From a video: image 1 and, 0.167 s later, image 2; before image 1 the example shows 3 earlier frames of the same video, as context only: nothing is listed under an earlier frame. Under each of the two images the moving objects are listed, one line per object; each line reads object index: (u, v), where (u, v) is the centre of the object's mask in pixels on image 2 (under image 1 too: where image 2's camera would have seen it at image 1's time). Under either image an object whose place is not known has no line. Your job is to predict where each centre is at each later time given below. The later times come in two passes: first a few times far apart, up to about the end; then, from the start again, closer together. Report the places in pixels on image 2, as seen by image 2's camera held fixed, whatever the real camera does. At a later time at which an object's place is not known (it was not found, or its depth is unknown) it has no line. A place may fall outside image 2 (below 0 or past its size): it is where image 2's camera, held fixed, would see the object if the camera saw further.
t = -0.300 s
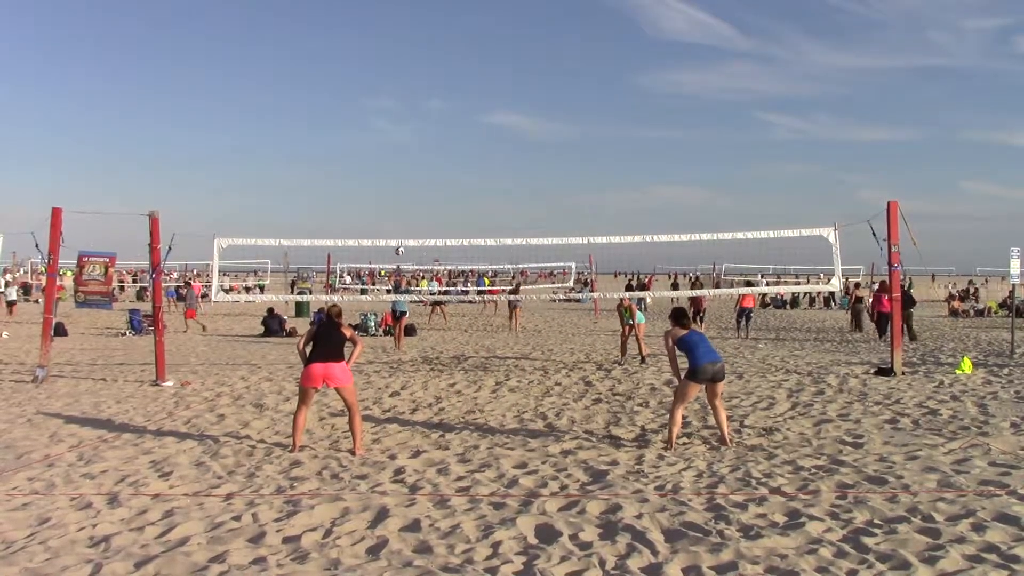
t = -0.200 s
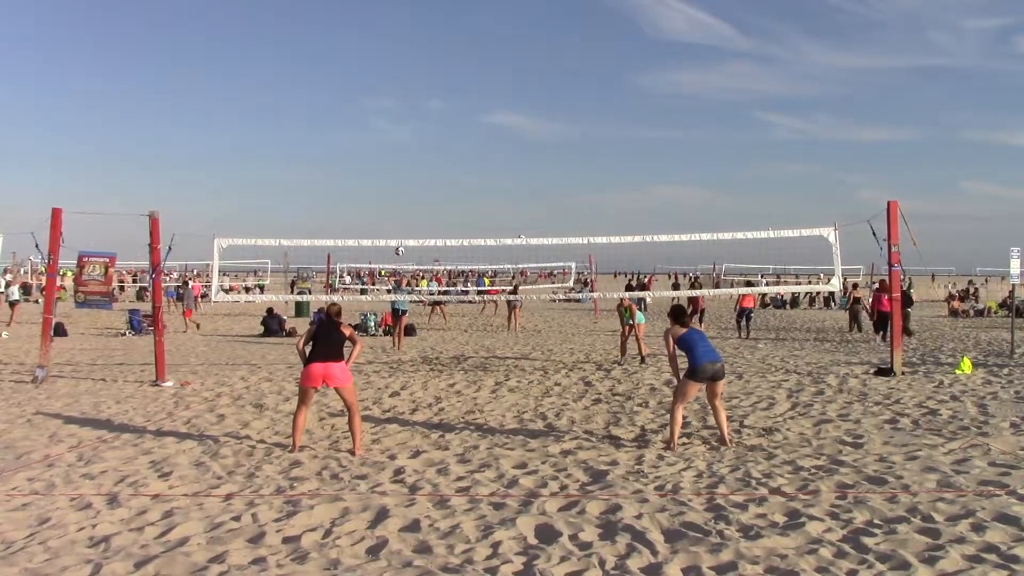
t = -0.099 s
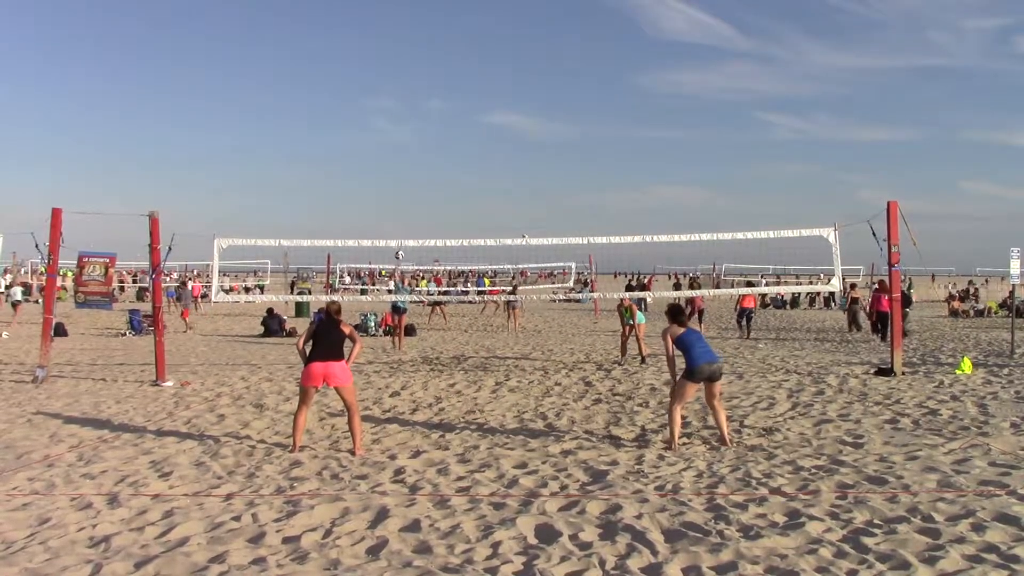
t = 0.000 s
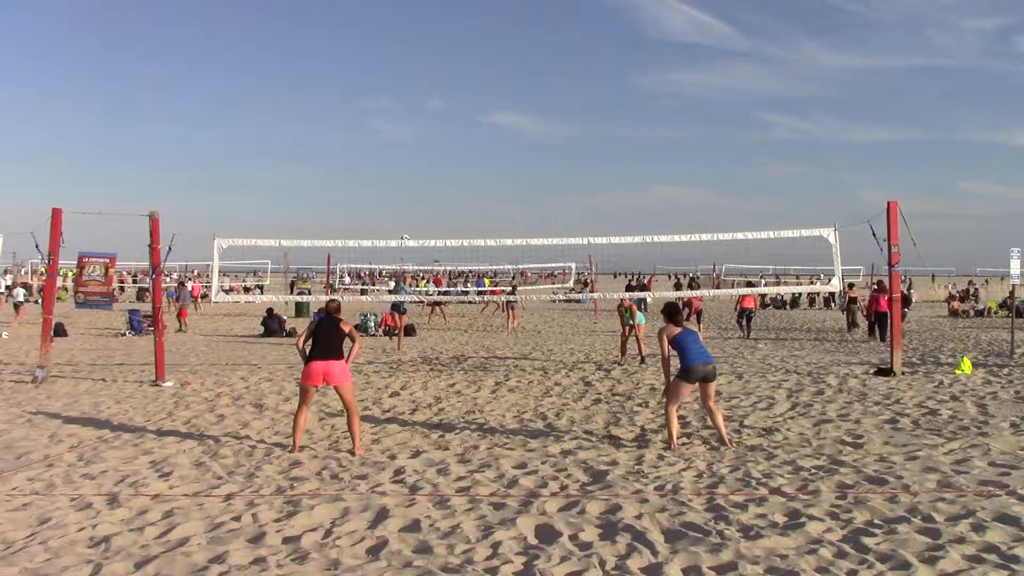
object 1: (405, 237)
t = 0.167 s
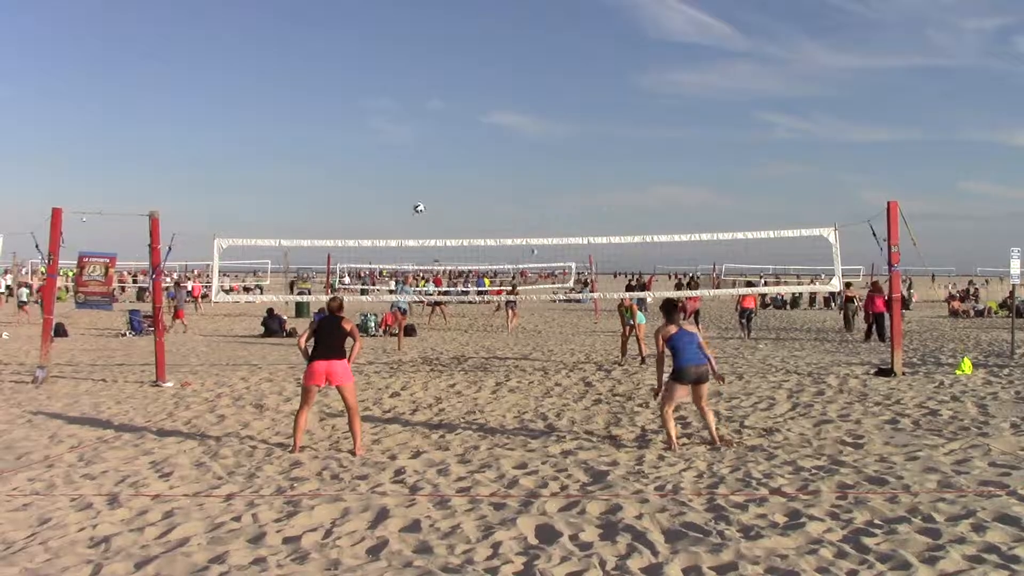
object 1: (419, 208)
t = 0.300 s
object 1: (429, 187)
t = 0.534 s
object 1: (442, 166)
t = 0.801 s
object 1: (455, 180)
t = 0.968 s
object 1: (467, 224)
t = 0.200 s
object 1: (420, 203)
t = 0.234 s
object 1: (424, 197)
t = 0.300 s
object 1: (429, 187)
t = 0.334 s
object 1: (430, 183)
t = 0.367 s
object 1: (433, 179)
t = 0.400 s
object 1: (436, 176)
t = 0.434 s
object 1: (437, 172)
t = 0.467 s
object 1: (439, 169)
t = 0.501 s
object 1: (441, 167)
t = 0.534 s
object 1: (442, 166)
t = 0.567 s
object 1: (444, 164)
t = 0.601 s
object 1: (446, 164)
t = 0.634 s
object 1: (448, 164)
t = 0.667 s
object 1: (448, 165)
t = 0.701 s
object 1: (451, 168)
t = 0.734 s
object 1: (452, 170)
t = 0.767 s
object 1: (453, 174)
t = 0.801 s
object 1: (455, 180)
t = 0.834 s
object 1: (457, 185)
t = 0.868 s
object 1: (459, 193)
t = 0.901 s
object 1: (461, 202)
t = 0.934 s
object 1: (465, 212)
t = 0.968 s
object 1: (467, 224)
